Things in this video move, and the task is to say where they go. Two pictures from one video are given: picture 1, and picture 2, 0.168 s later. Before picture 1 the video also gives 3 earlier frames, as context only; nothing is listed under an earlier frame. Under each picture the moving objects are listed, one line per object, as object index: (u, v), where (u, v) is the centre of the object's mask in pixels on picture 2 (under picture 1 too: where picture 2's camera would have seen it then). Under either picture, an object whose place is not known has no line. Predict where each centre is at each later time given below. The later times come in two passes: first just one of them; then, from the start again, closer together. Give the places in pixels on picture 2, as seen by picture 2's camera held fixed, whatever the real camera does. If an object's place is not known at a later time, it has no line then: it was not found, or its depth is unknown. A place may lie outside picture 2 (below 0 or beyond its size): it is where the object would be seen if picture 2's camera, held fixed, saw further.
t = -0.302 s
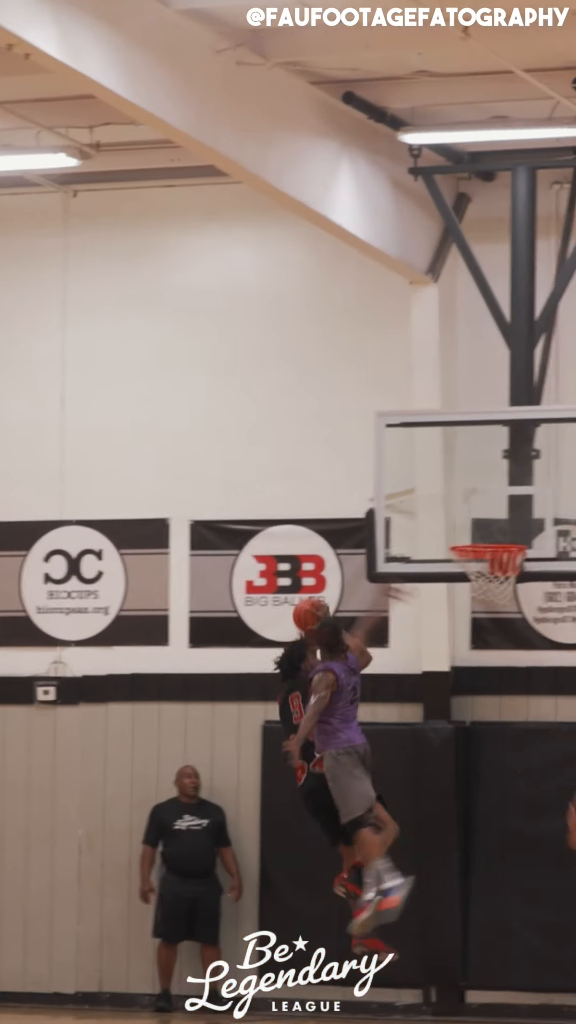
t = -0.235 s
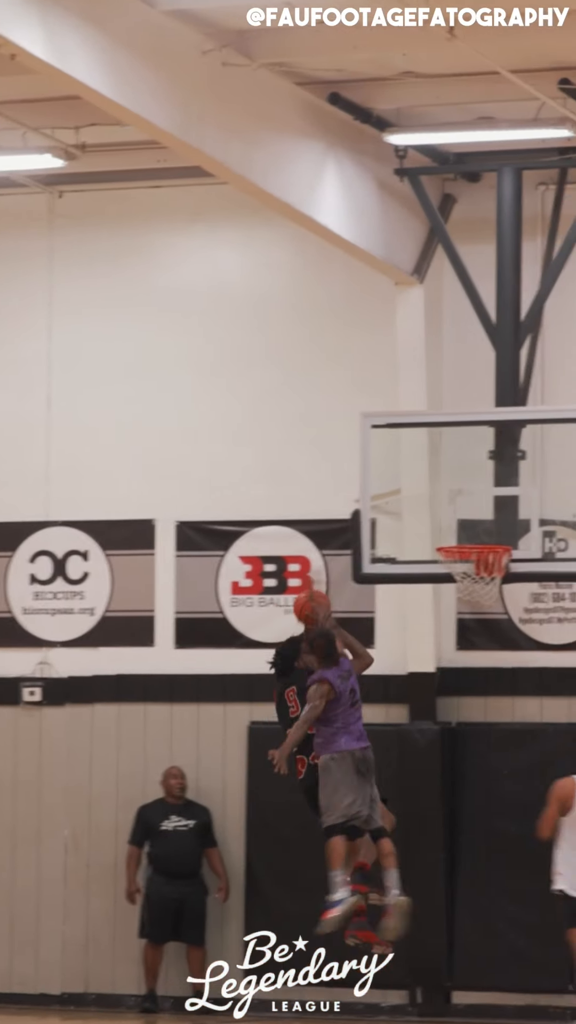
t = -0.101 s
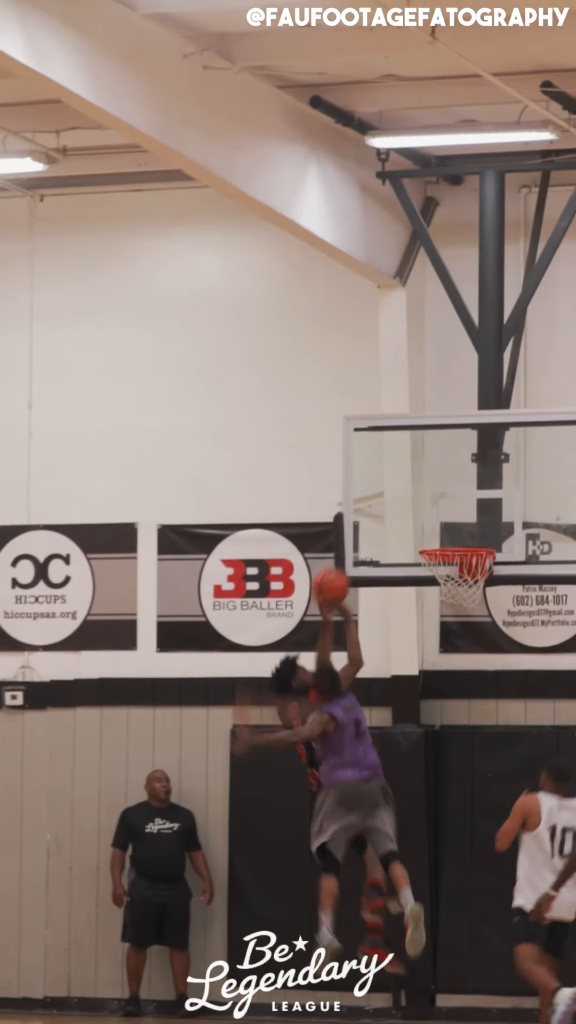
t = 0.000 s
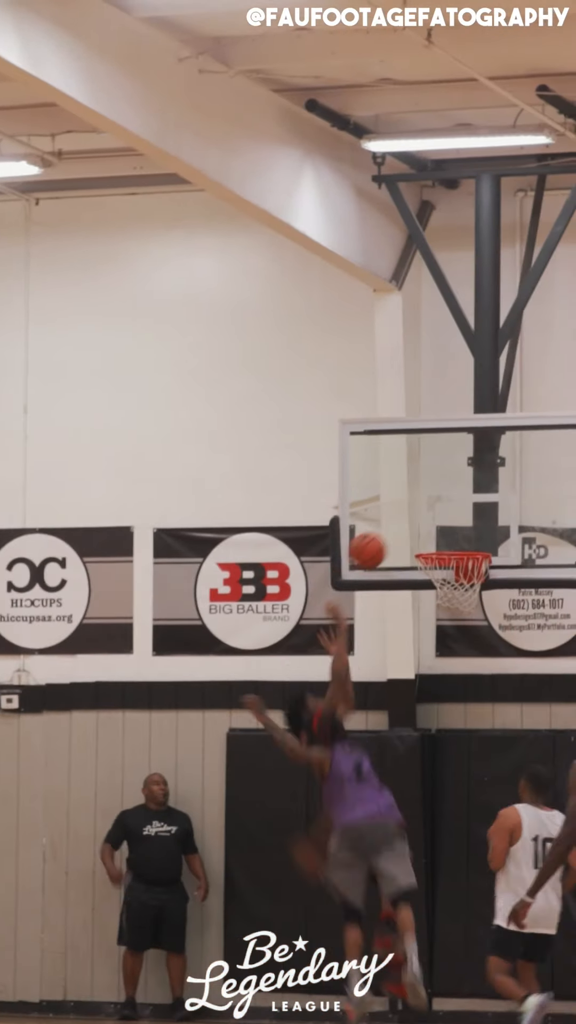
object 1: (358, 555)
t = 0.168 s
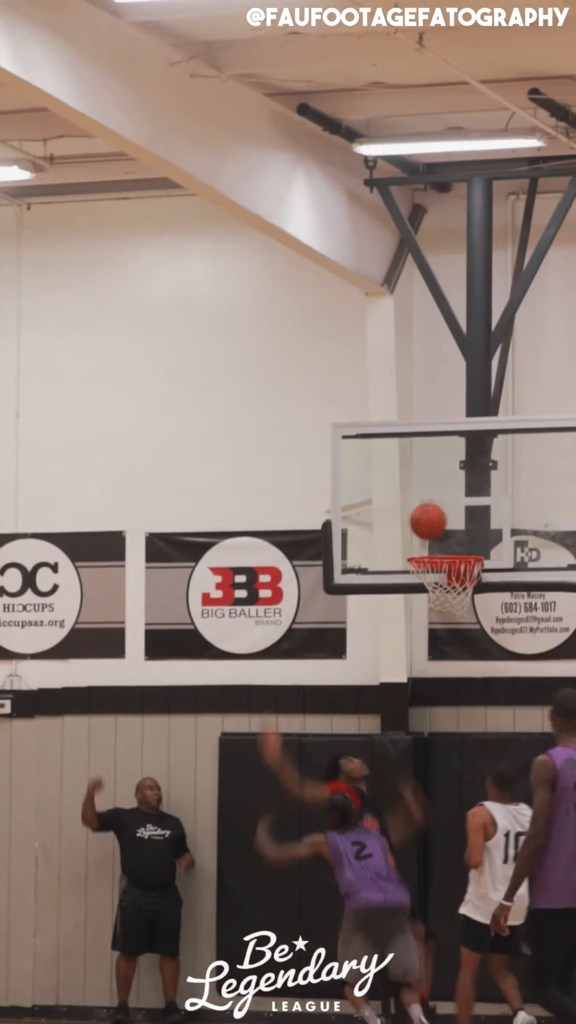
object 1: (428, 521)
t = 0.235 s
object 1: (437, 524)
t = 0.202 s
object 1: (432, 522)
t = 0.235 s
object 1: (437, 524)
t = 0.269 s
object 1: (440, 527)
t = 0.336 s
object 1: (449, 539)
